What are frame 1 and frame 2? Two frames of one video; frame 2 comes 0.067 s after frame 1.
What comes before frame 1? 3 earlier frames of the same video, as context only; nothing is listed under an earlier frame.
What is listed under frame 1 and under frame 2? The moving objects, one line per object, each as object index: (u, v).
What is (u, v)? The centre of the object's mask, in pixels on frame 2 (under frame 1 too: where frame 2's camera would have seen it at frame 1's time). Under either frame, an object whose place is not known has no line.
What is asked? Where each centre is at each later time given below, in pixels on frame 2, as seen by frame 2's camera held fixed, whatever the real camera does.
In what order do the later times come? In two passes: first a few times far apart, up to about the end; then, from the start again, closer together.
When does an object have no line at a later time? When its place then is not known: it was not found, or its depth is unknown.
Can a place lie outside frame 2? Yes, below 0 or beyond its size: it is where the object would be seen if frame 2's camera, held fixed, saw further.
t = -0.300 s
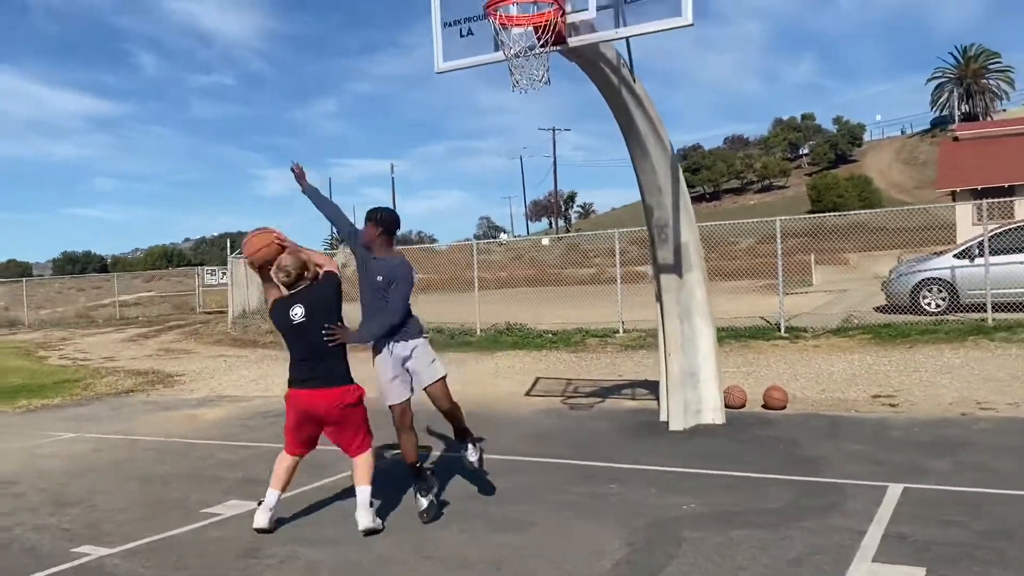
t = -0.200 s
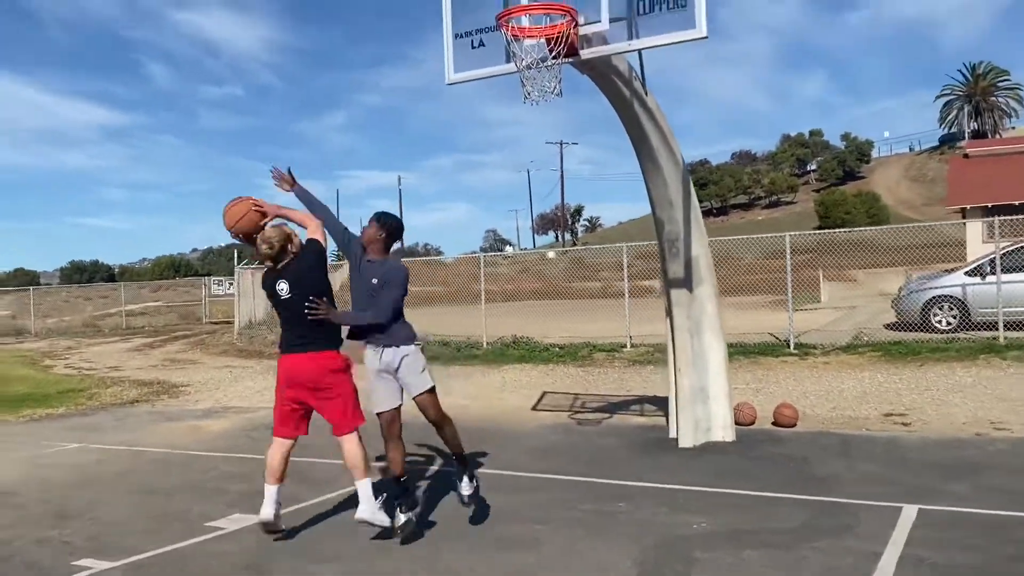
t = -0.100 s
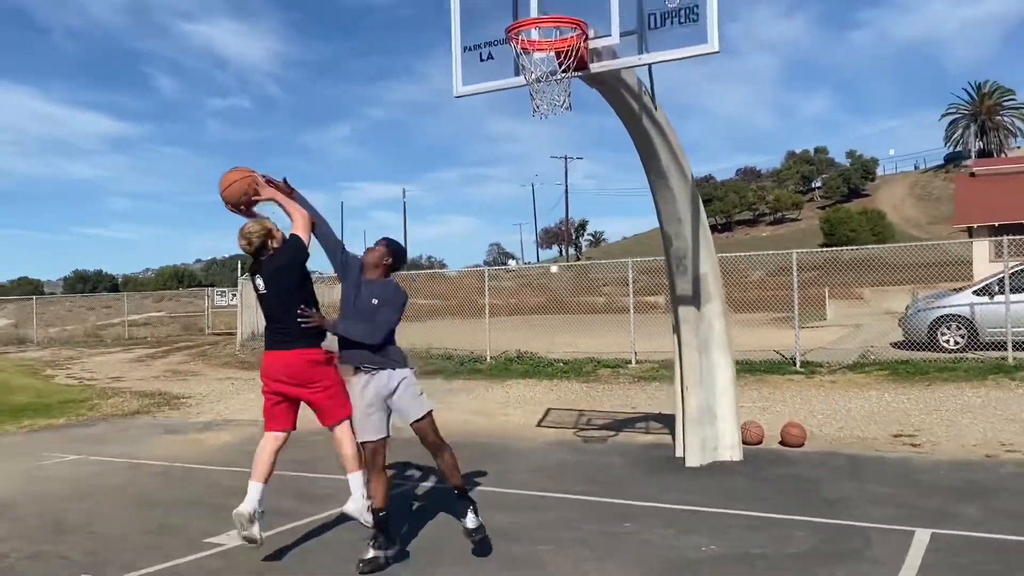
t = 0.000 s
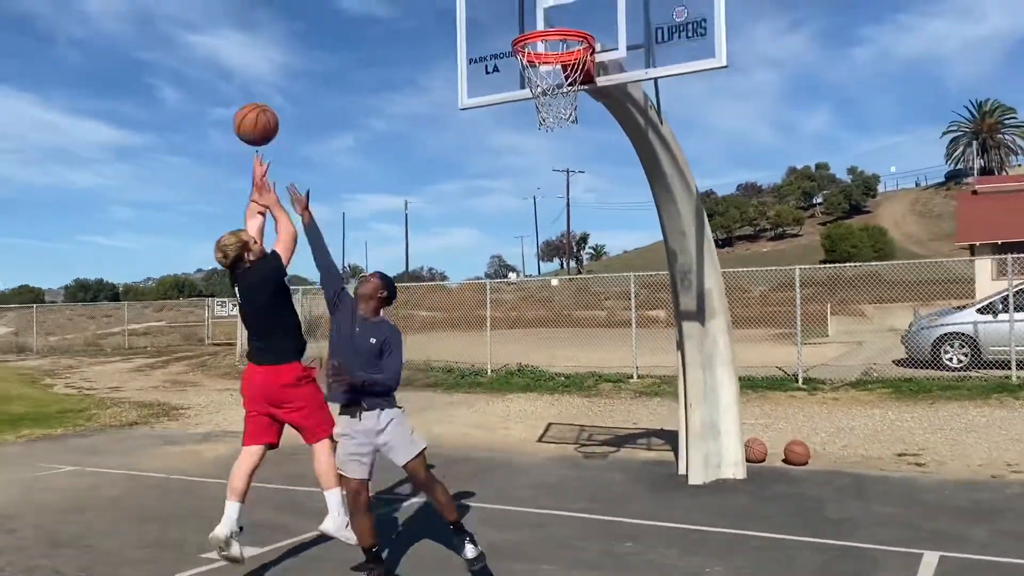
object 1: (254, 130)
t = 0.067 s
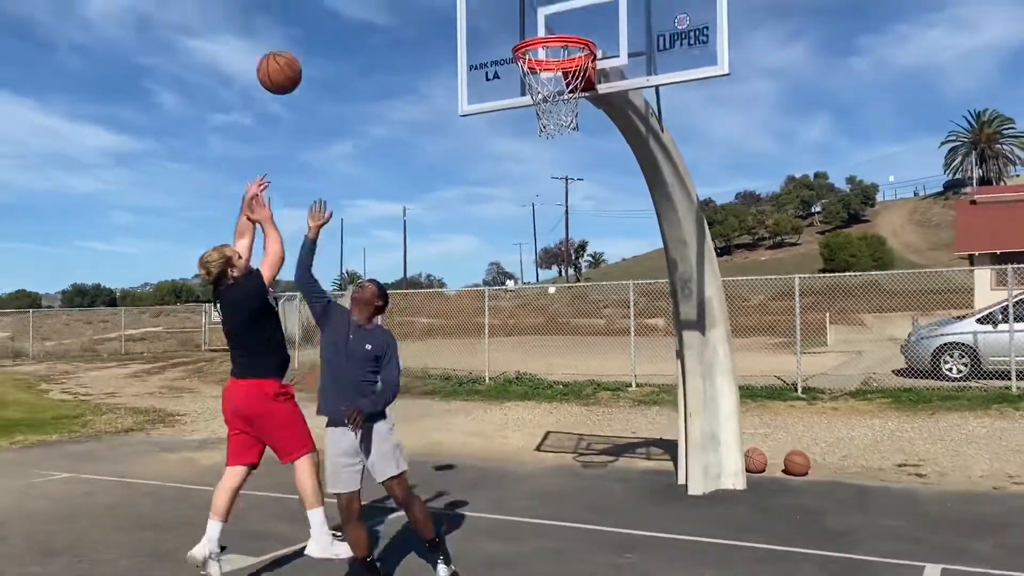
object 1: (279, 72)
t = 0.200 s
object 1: (328, -2)
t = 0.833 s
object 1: (544, -22)
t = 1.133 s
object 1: (581, 18)
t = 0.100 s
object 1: (291, 47)
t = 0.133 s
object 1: (304, 23)
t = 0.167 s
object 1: (316, 8)
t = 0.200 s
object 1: (328, -2)
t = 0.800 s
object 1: (532, -29)
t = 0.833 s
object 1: (544, -22)
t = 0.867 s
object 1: (555, -4)
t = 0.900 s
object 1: (566, 12)
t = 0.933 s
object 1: (579, 24)
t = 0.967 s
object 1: (560, 23)
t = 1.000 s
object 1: (541, 42)
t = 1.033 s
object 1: (541, 24)
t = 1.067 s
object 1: (556, 28)
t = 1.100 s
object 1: (570, 27)
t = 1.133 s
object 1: (581, 18)
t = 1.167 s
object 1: (581, 14)
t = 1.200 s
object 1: (582, 10)
